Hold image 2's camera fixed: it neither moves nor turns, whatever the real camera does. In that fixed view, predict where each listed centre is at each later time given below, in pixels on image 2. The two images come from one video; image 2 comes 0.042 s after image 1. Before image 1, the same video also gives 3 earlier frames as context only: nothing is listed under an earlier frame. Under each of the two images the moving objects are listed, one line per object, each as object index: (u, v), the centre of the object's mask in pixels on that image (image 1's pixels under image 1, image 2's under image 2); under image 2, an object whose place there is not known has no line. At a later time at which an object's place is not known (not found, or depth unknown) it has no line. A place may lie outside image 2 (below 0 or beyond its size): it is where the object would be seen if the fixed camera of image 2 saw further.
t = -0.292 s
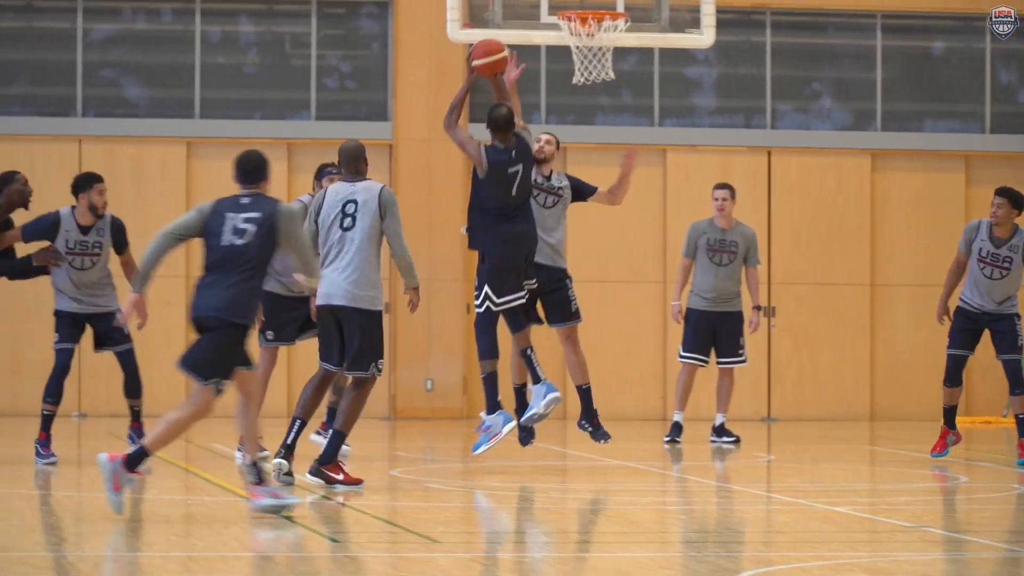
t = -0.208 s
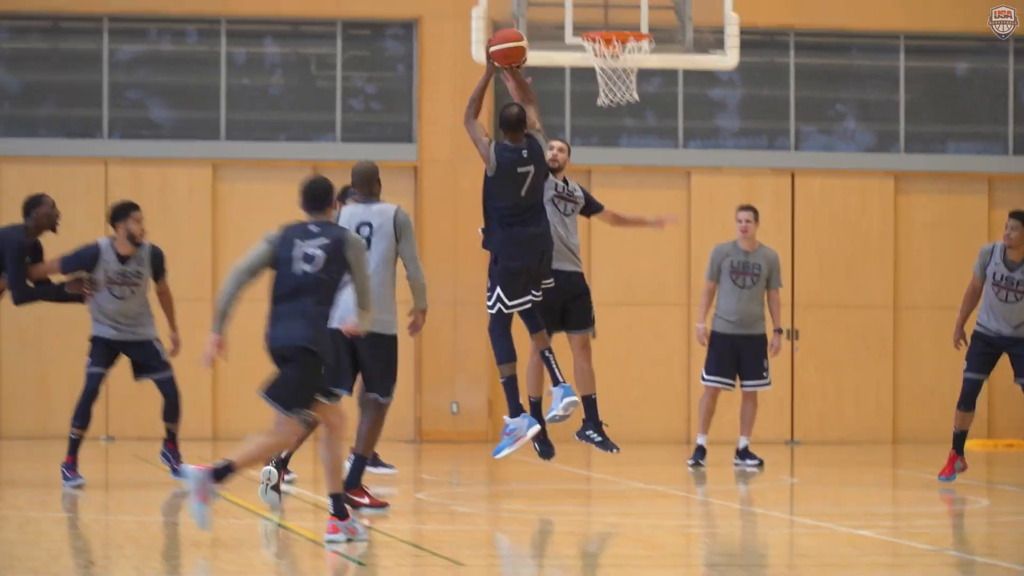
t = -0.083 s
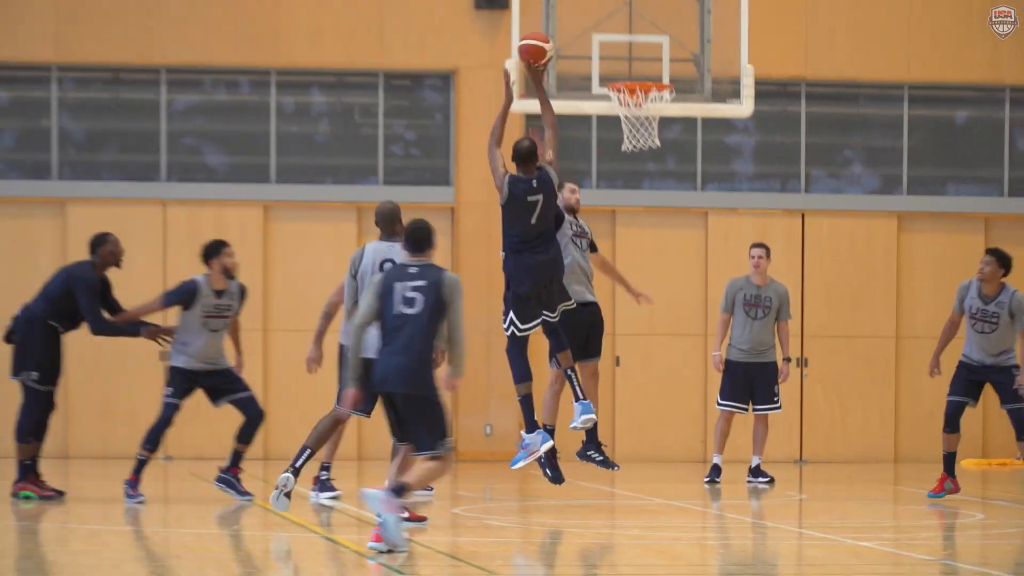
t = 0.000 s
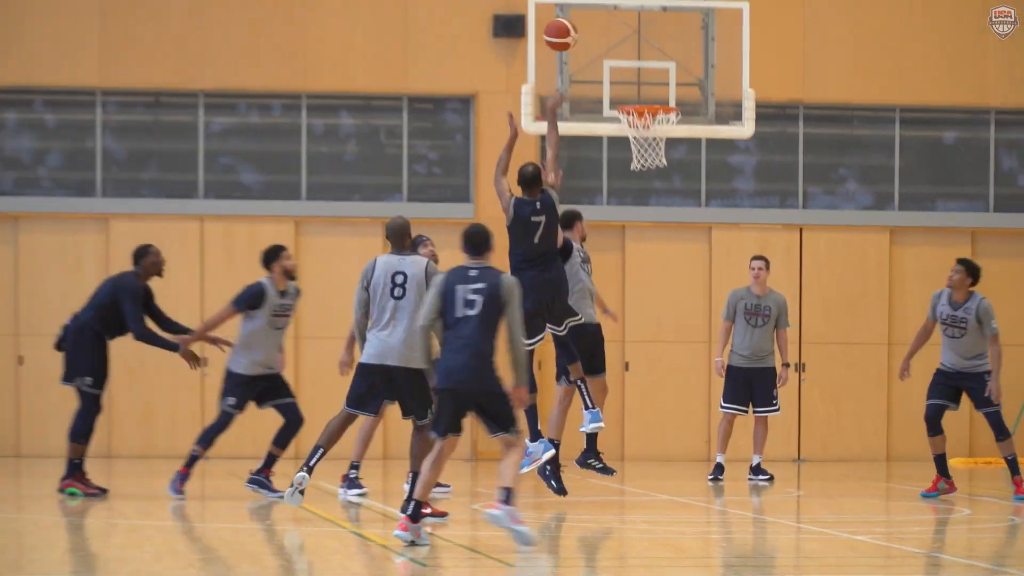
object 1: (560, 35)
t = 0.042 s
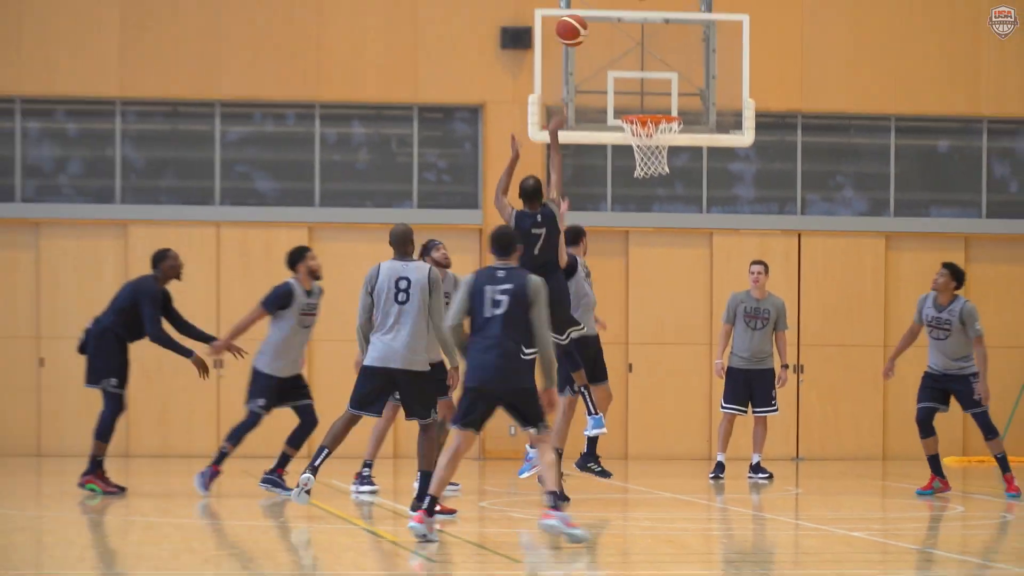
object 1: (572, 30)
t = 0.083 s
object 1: (577, 15)
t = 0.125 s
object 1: (584, 5)
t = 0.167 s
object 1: (589, -4)
